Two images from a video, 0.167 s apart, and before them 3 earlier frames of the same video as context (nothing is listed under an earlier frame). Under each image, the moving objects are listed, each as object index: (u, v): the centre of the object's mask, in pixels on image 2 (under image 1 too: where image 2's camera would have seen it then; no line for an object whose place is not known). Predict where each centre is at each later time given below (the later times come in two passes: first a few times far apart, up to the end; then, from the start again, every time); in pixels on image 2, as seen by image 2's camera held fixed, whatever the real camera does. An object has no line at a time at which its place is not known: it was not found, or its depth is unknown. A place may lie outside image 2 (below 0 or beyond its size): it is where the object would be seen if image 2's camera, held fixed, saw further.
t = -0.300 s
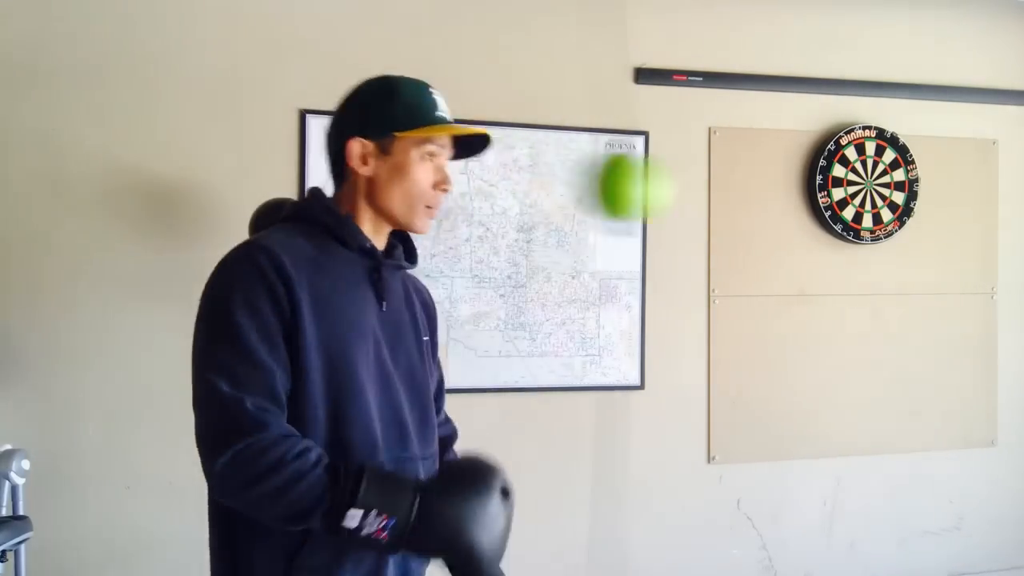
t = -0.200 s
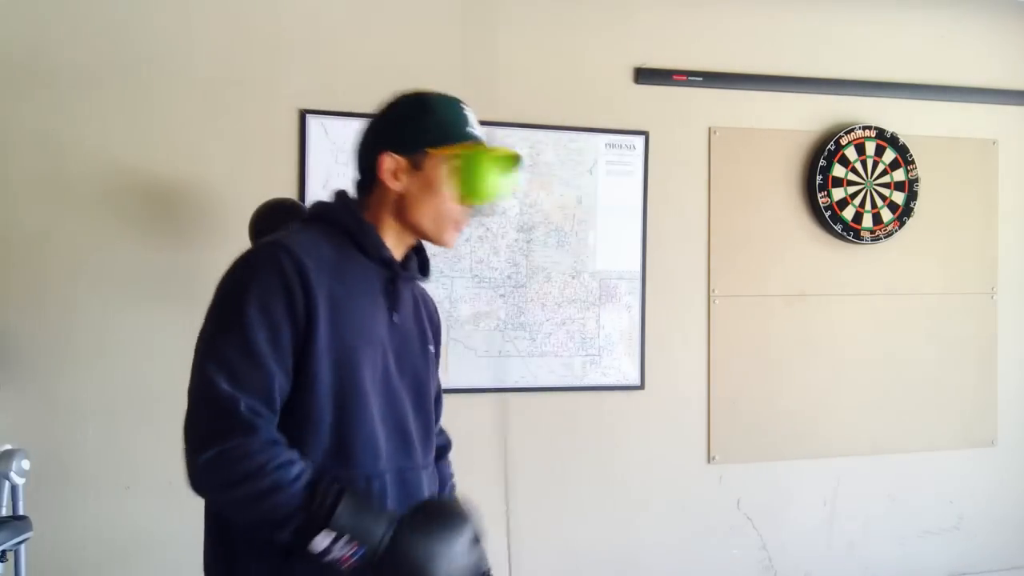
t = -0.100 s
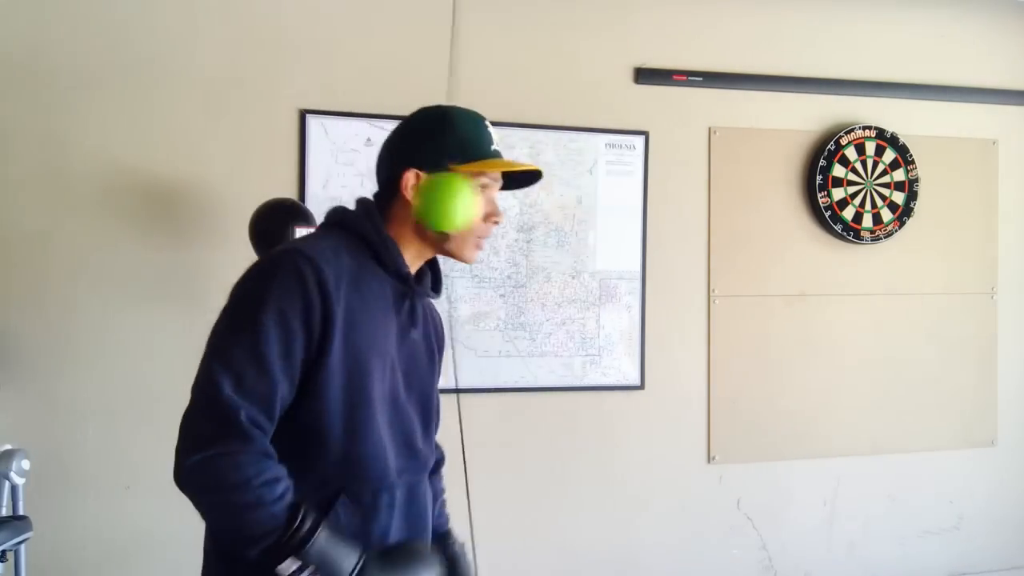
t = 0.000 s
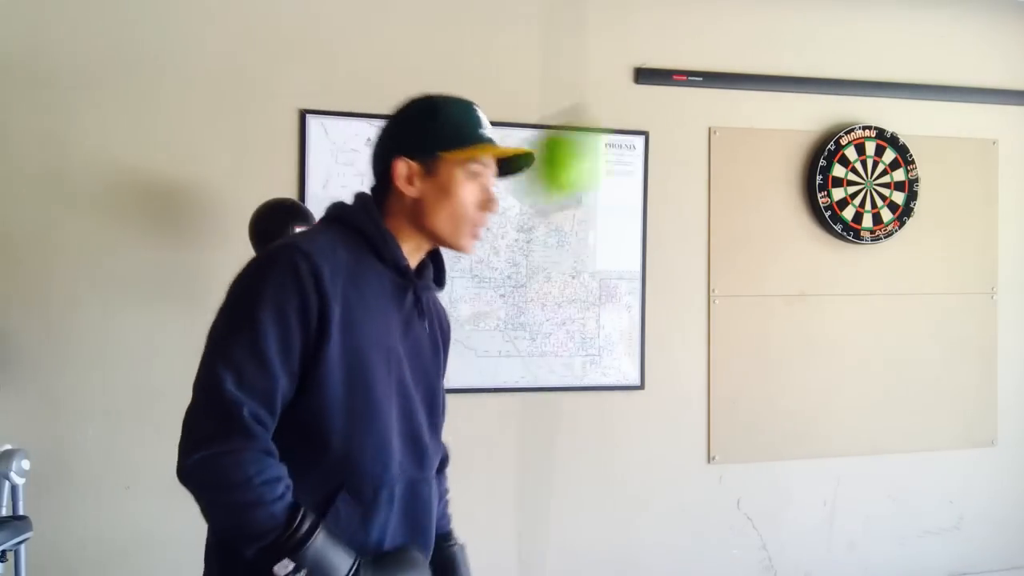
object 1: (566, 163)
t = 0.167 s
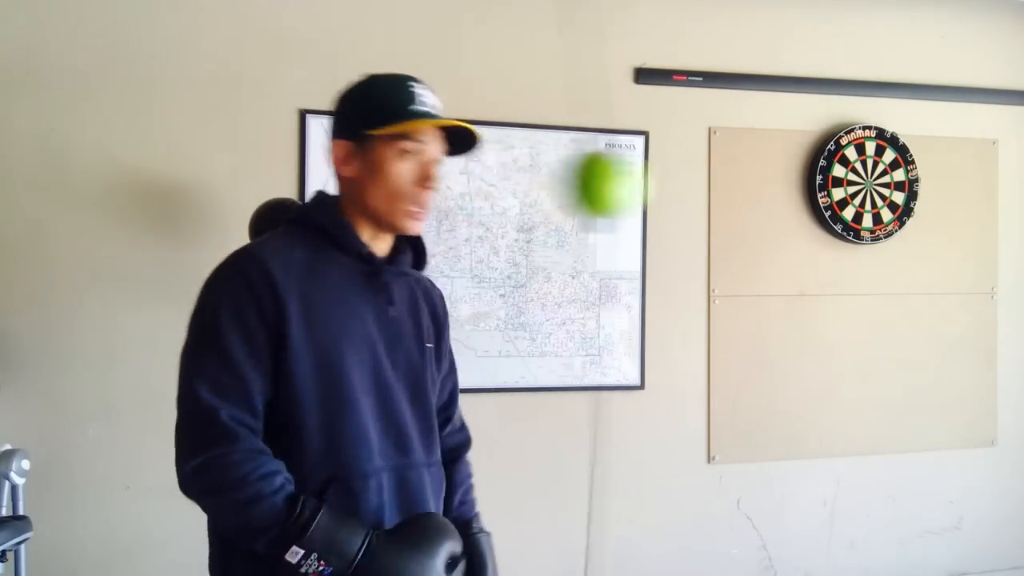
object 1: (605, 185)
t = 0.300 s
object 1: (452, 186)
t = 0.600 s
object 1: (630, 175)
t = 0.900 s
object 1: (547, 174)
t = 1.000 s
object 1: (641, 160)
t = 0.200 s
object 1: (556, 185)
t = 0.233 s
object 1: (513, 183)
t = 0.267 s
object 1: (476, 183)
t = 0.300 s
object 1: (452, 186)
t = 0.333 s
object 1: (444, 192)
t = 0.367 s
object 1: (458, 195)
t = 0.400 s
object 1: (487, 191)
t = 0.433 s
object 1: (532, 180)
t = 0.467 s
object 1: (576, 166)
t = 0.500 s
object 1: (629, 154)
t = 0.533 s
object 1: (648, 156)
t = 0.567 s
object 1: (648, 163)
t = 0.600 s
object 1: (630, 175)
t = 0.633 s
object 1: (584, 183)
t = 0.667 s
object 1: (545, 185)
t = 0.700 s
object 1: (504, 186)
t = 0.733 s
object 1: (470, 186)
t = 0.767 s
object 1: (453, 189)
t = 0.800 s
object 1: (452, 191)
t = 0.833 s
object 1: (467, 191)
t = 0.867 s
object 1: (502, 186)
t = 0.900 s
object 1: (547, 174)
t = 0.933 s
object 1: (588, 165)
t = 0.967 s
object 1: (631, 157)
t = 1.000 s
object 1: (641, 160)
